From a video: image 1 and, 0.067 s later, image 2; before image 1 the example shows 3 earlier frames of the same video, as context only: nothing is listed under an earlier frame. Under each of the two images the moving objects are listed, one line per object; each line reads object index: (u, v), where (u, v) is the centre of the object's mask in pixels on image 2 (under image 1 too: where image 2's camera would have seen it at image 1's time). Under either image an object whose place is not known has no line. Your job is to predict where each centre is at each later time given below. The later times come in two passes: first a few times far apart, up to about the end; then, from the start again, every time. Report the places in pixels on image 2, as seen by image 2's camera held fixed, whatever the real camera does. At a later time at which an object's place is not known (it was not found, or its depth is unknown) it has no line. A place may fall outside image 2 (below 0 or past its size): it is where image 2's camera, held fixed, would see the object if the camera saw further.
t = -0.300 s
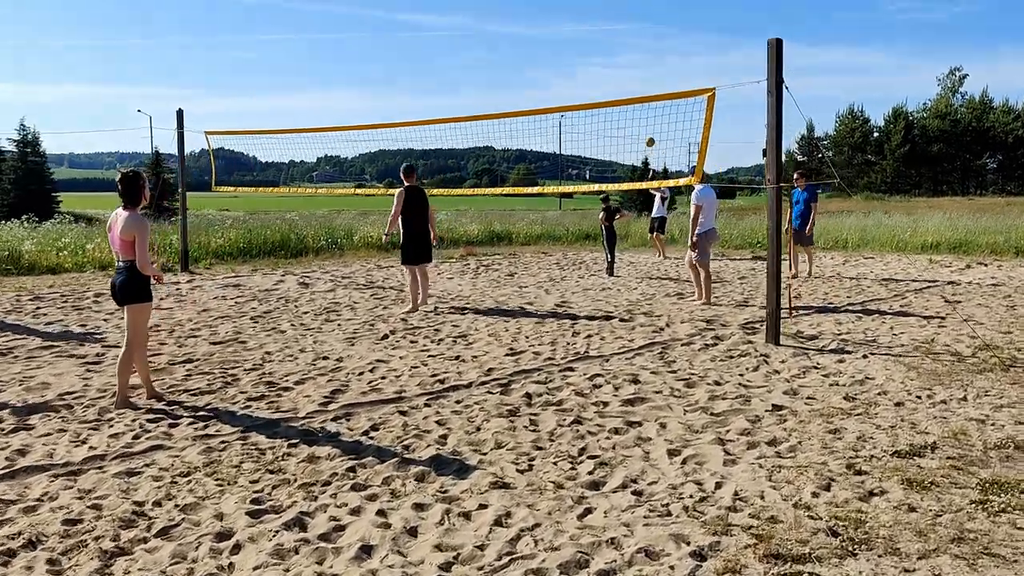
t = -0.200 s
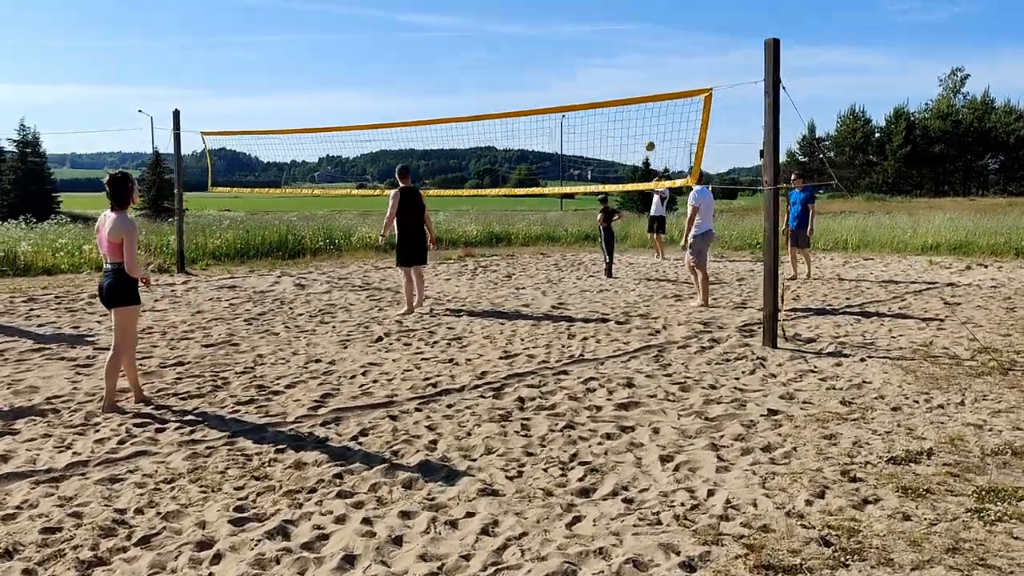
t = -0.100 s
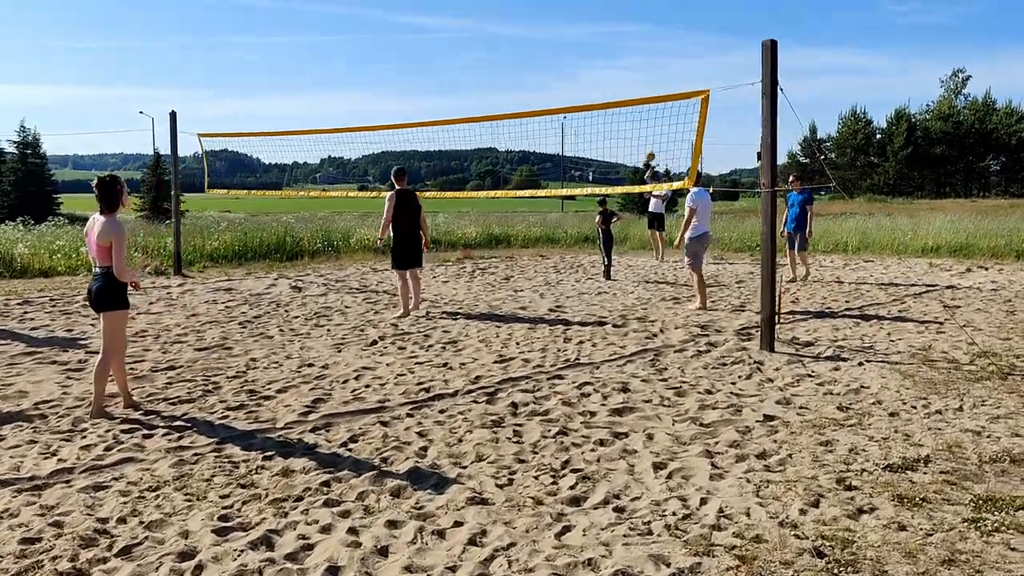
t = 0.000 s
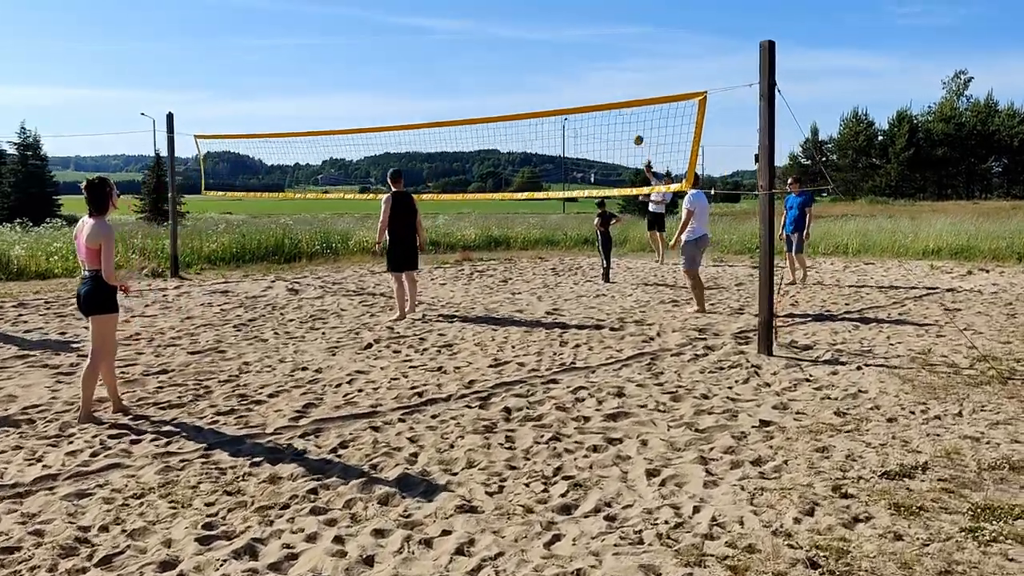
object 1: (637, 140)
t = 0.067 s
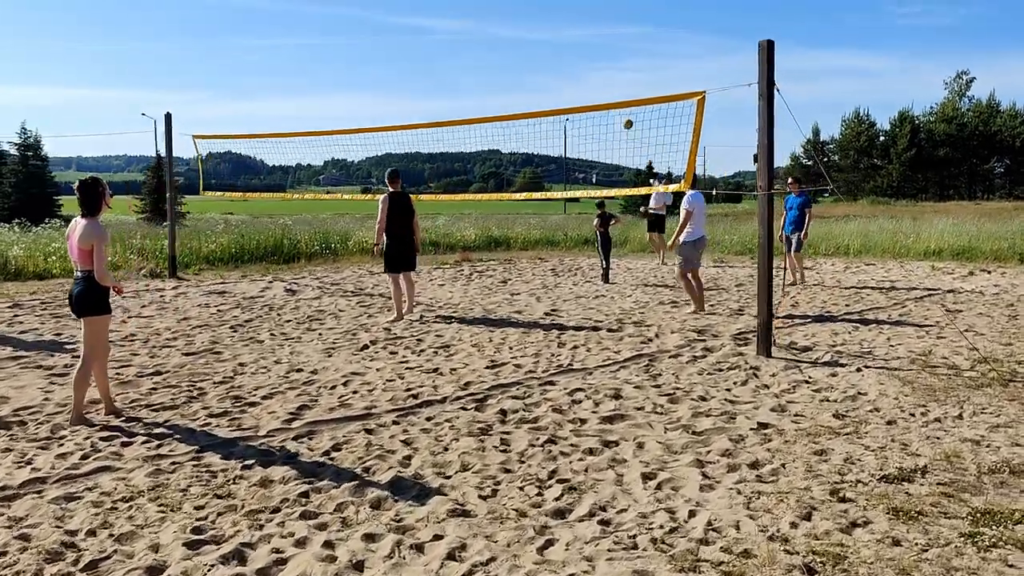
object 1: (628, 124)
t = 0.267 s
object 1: (599, 87)
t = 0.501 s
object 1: (565, 69)
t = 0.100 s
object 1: (623, 117)
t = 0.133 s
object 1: (619, 111)
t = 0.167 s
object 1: (614, 100)
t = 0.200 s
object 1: (609, 97)
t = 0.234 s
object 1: (604, 92)
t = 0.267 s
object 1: (599, 87)
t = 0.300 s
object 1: (595, 83)
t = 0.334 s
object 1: (590, 79)
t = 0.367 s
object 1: (585, 76)
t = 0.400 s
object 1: (580, 73)
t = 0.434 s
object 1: (575, 71)
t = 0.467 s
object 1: (570, 70)
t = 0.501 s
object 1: (565, 69)
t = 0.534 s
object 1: (560, 69)
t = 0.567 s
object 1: (555, 70)
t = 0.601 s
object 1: (550, 72)
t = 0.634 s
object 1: (544, 75)
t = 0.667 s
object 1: (539, 78)
